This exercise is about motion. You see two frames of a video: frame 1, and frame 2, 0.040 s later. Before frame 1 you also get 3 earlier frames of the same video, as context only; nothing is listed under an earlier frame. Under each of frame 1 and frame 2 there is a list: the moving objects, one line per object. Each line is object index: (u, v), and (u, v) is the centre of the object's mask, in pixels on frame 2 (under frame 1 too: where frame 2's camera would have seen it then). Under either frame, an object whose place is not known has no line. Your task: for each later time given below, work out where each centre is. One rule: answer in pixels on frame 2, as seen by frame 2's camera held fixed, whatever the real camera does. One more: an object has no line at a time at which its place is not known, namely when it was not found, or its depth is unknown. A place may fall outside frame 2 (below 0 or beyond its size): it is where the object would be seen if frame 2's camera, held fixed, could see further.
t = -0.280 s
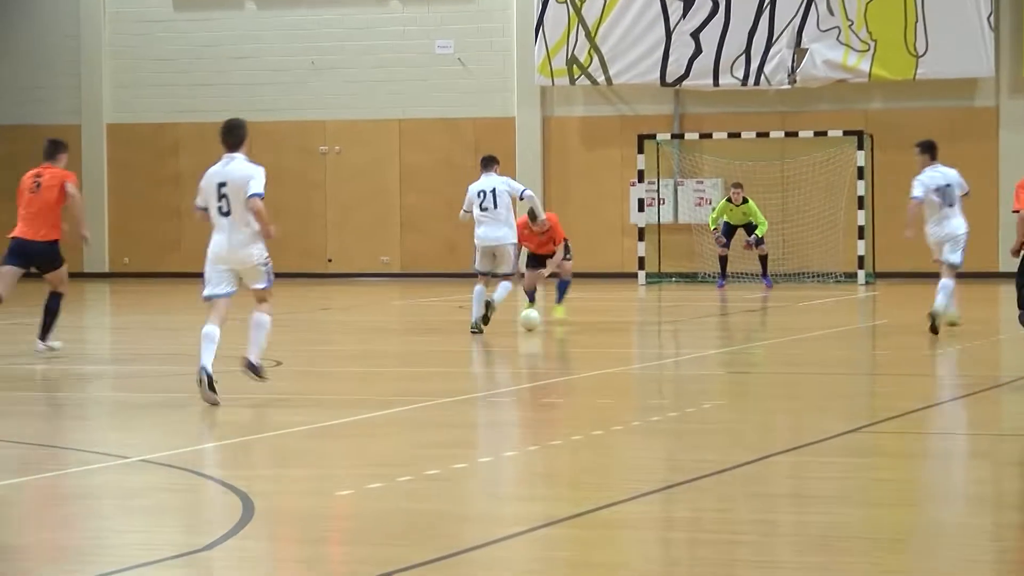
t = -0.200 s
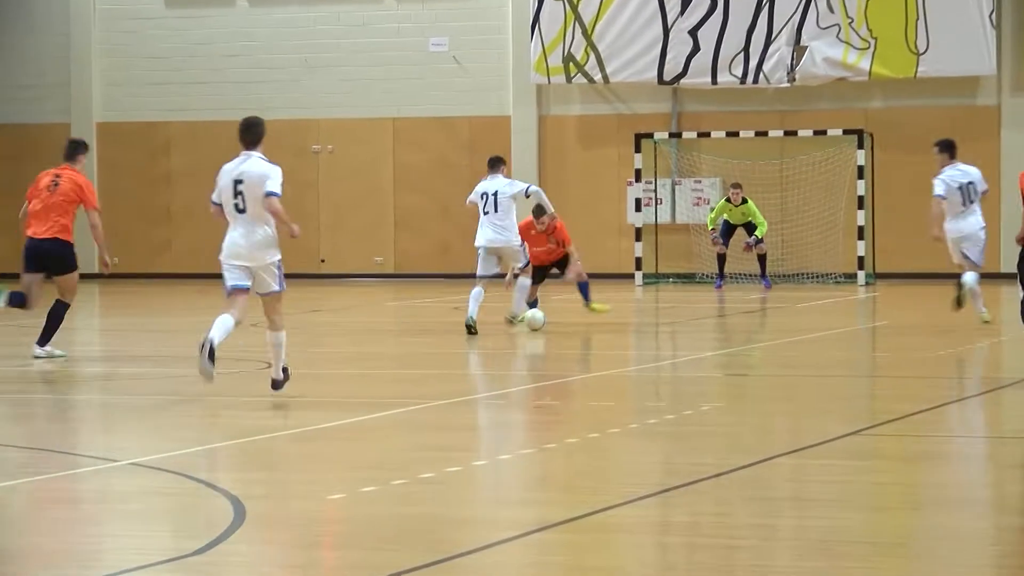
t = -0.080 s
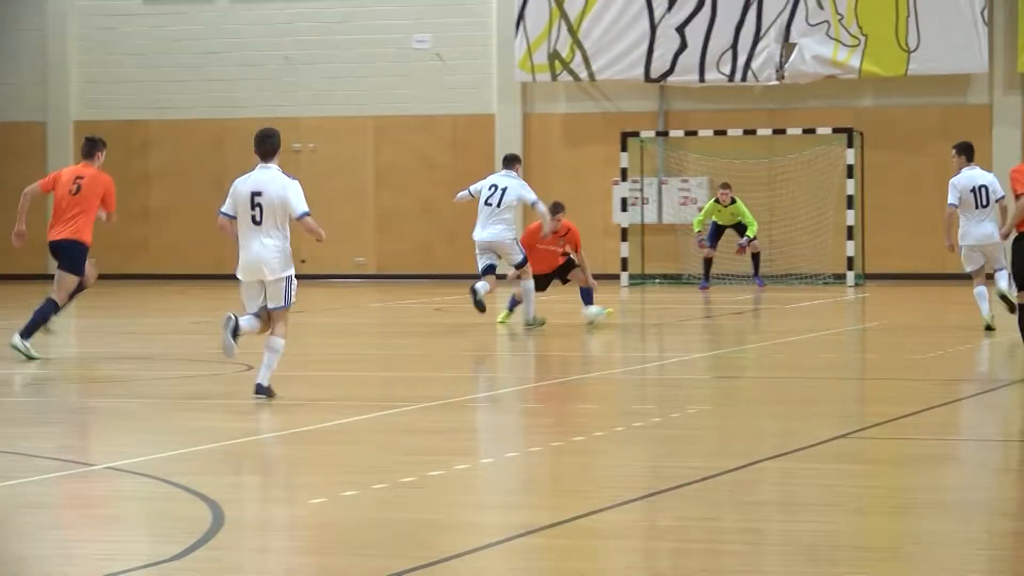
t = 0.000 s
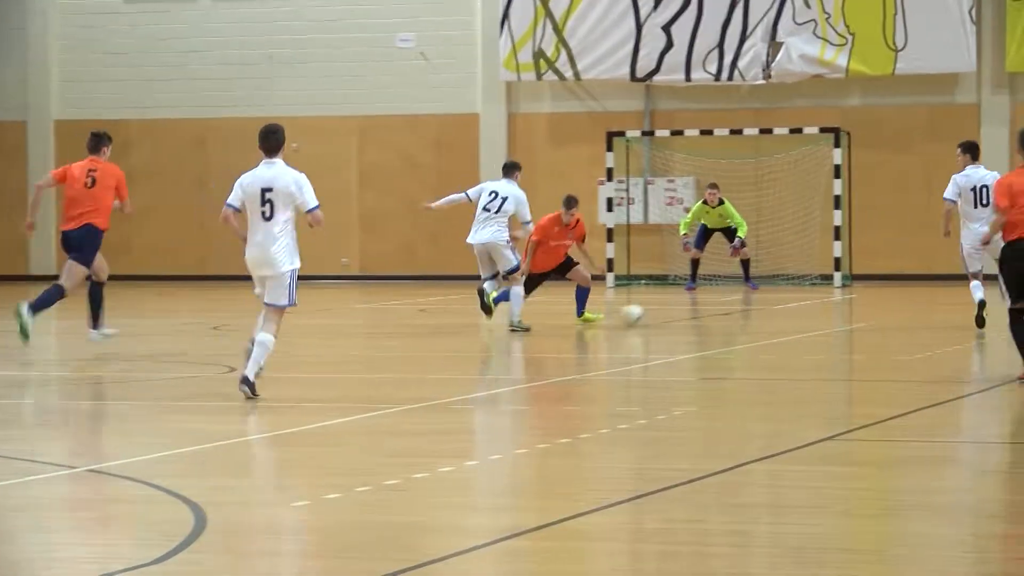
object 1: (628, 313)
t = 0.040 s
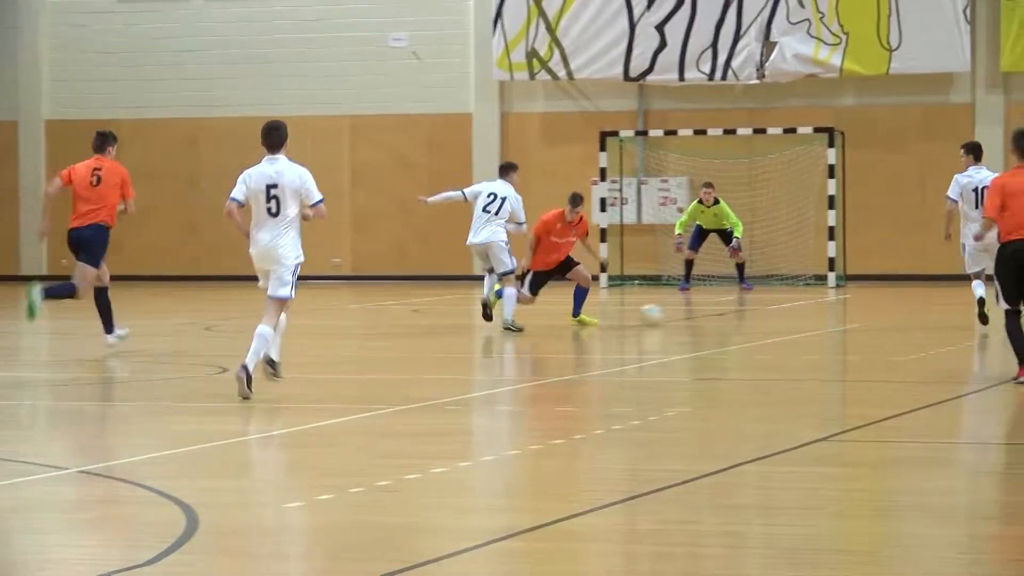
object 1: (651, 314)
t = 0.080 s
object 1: (672, 311)
